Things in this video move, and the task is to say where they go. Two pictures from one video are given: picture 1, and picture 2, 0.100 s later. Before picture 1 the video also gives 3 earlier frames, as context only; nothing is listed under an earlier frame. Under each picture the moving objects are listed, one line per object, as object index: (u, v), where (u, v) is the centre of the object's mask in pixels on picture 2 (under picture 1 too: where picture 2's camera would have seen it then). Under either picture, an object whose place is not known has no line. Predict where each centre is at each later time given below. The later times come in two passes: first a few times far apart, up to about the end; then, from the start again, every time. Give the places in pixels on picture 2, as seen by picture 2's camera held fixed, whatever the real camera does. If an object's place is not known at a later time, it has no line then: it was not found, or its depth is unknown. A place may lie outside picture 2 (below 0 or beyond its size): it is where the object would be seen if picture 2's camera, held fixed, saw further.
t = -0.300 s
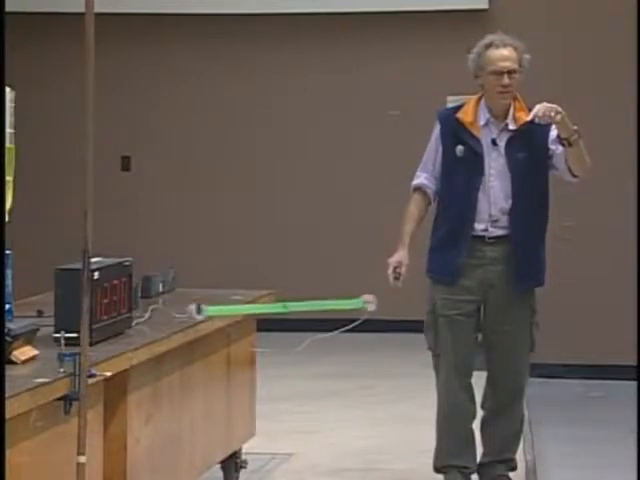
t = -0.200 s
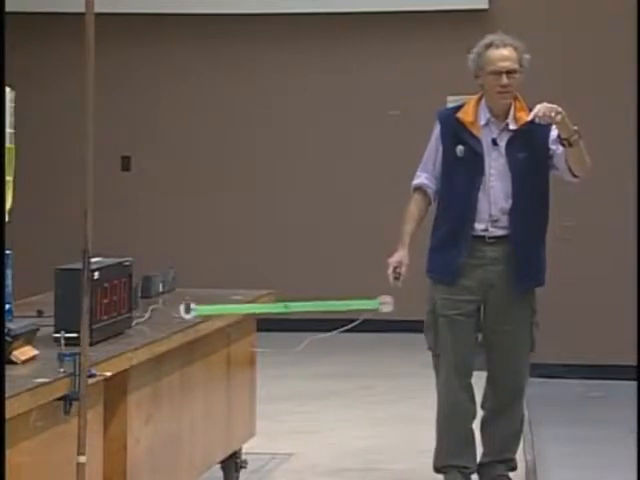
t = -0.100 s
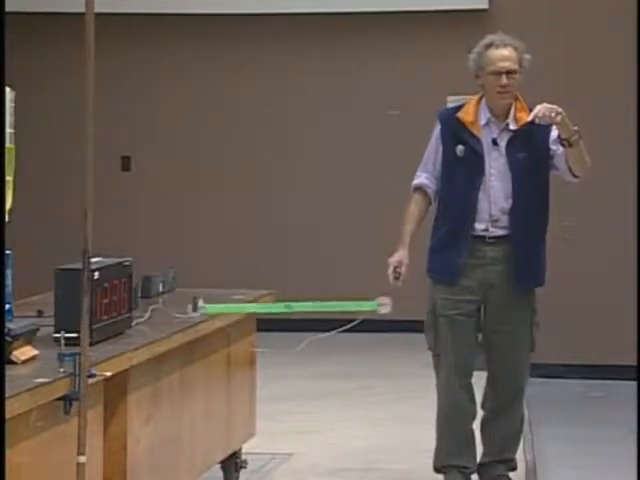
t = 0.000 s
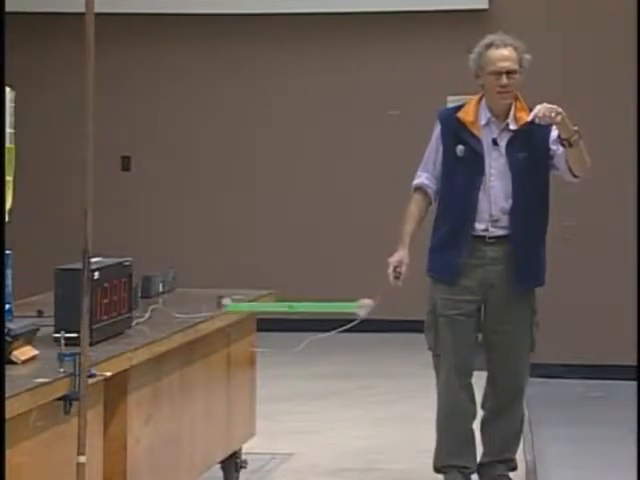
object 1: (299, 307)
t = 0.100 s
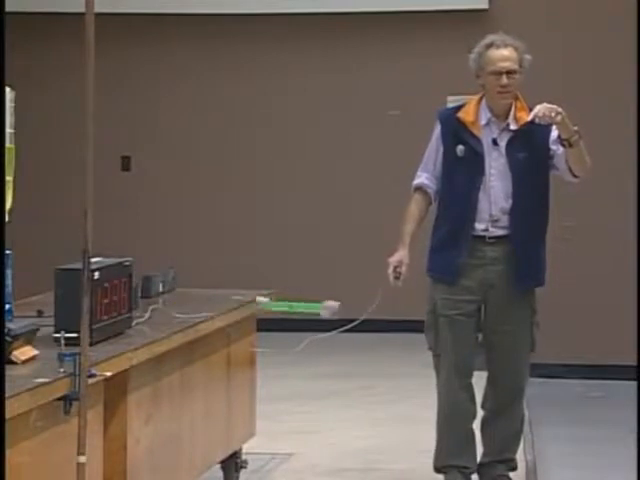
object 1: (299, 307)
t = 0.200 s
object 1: (293, 307)
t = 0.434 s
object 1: (295, 306)
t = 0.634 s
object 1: (301, 306)
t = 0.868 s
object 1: (291, 307)
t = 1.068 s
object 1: (286, 307)
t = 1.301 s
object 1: (282, 307)
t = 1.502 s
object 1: (281, 307)
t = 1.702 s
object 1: (270, 307)
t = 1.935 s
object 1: (269, 307)
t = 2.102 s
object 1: (279, 307)
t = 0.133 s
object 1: (296, 307)
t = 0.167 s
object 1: (294, 307)
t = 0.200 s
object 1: (293, 307)
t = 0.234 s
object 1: (290, 307)
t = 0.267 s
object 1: (291, 306)
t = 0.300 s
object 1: (290, 306)
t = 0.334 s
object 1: (290, 306)
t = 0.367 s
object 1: (290, 307)
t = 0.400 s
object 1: (291, 306)
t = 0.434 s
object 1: (295, 306)
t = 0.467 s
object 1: (294, 306)
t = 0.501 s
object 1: (288, 307)
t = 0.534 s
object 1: (290, 307)
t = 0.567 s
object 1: (288, 307)
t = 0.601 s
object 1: (297, 306)
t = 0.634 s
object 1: (301, 306)
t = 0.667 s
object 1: (301, 306)
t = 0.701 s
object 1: (297, 306)
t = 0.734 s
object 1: (298, 306)
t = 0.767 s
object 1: (295, 306)
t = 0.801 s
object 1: (294, 306)
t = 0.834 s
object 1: (291, 306)
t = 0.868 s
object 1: (291, 307)
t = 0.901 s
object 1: (288, 307)
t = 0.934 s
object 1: (287, 307)
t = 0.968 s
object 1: (285, 308)
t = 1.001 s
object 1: (286, 307)
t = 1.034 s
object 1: (287, 306)
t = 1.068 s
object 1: (286, 307)
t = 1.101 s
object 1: (285, 307)
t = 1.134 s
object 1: (283, 307)
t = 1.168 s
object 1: (284, 307)
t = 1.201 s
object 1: (282, 307)
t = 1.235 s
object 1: (282, 307)
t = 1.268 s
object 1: (282, 307)
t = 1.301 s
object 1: (282, 307)
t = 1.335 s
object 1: (281, 307)
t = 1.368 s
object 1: (285, 307)
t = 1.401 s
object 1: (285, 307)
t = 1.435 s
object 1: (283, 307)
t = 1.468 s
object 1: (283, 307)
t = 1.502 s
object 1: (281, 307)
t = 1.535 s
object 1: (279, 307)
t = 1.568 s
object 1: (278, 308)
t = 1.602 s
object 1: (273, 308)
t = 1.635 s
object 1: (272, 307)
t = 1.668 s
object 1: (271, 306)
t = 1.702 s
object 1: (270, 307)
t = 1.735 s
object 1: (268, 307)
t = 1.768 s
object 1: (268, 307)
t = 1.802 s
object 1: (267, 307)
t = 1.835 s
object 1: (270, 307)
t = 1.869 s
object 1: (271, 306)
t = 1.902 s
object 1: (267, 307)
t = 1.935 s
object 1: (269, 307)
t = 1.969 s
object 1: (269, 307)
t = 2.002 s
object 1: (270, 307)
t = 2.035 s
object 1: (273, 307)
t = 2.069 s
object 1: (276, 307)
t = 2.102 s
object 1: (279, 307)
